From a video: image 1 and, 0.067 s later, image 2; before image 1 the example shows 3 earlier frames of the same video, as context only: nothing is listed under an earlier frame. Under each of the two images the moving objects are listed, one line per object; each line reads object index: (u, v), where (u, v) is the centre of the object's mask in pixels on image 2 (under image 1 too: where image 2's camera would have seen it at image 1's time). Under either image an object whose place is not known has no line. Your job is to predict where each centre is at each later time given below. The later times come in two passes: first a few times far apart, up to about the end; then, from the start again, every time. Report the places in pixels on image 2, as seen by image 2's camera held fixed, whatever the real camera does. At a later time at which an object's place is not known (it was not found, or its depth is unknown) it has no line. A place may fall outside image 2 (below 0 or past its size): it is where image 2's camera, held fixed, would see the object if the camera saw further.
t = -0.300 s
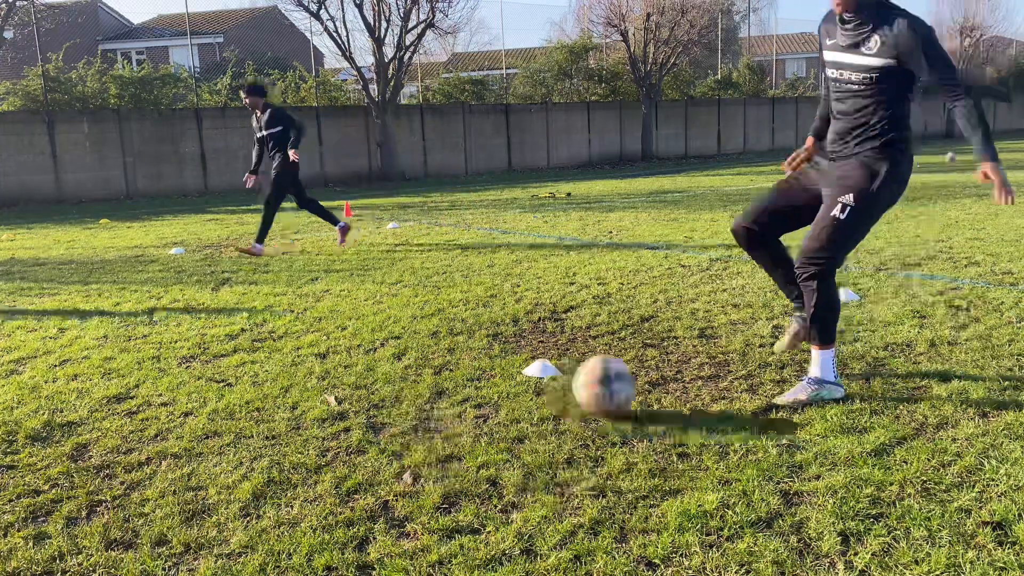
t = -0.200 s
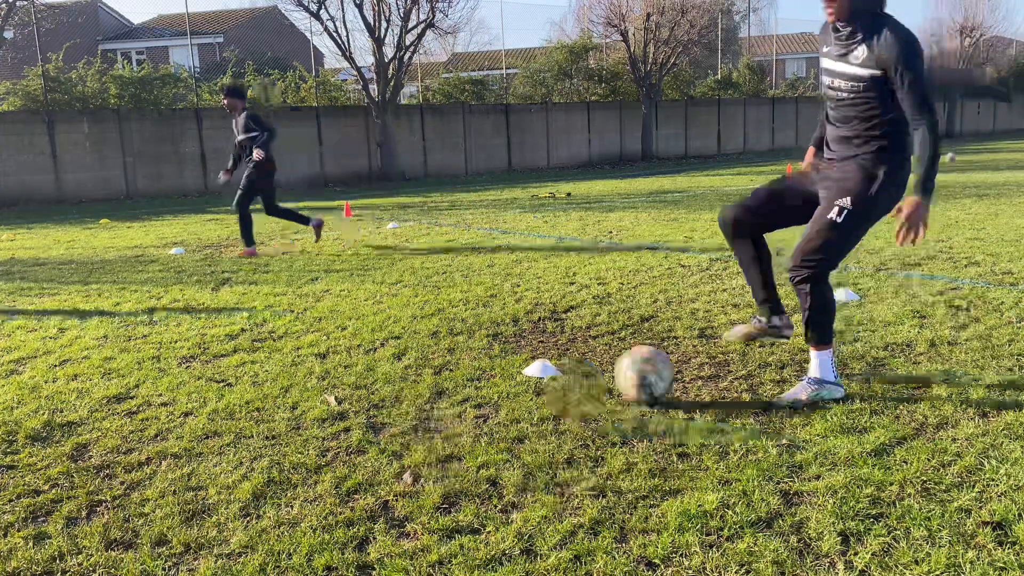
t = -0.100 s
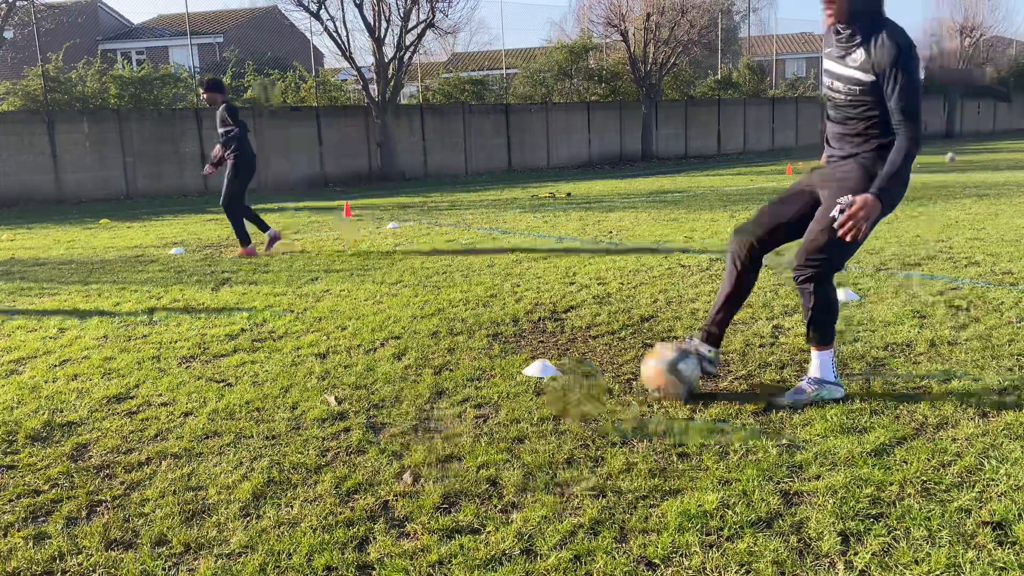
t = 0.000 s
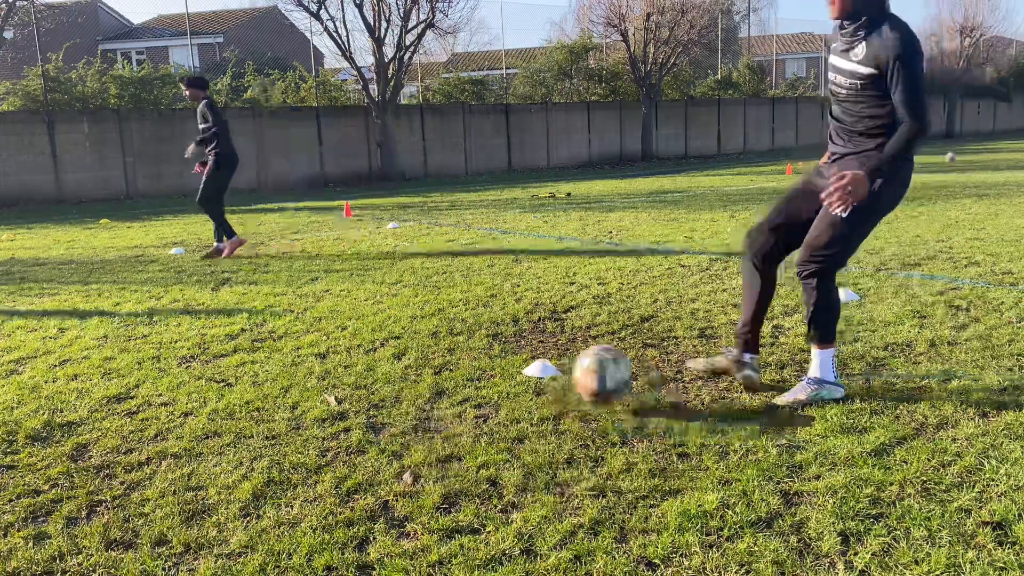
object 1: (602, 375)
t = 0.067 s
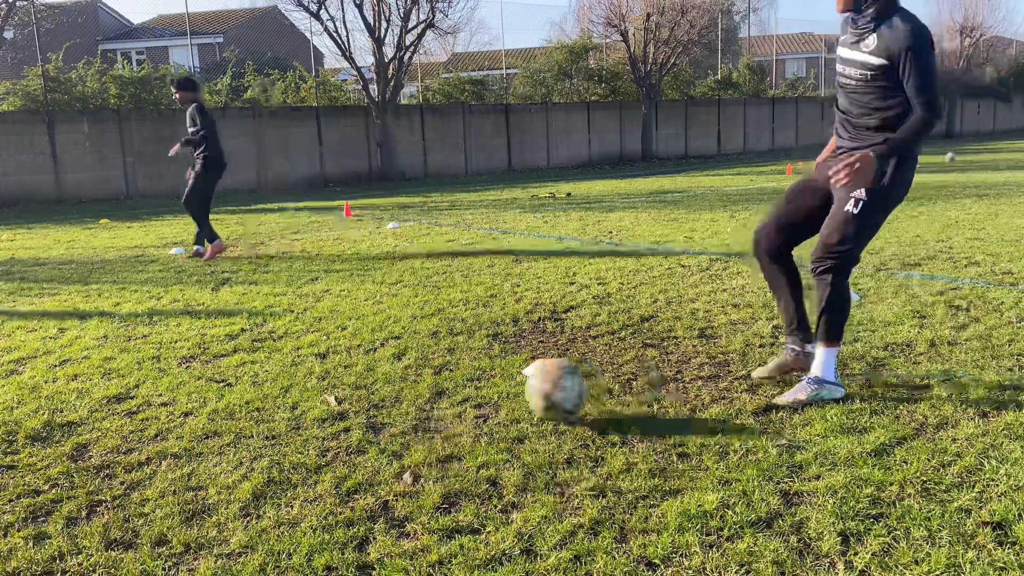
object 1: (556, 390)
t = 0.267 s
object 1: (426, 426)
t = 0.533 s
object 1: (242, 476)
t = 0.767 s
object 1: (54, 522)
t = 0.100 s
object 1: (532, 402)
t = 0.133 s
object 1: (511, 408)
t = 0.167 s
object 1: (489, 410)
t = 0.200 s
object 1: (469, 416)
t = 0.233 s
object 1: (448, 422)
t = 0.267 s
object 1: (426, 426)
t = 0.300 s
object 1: (405, 427)
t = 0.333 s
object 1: (384, 431)
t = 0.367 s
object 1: (361, 440)
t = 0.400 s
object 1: (340, 450)
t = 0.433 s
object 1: (316, 454)
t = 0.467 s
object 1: (291, 459)
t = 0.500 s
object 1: (267, 468)
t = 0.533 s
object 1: (242, 476)
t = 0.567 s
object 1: (217, 479)
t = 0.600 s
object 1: (191, 487)
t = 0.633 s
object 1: (164, 496)
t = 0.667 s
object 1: (138, 501)
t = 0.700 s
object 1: (109, 502)
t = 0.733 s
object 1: (82, 511)
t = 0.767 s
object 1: (54, 522)
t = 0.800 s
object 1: (33, 531)
